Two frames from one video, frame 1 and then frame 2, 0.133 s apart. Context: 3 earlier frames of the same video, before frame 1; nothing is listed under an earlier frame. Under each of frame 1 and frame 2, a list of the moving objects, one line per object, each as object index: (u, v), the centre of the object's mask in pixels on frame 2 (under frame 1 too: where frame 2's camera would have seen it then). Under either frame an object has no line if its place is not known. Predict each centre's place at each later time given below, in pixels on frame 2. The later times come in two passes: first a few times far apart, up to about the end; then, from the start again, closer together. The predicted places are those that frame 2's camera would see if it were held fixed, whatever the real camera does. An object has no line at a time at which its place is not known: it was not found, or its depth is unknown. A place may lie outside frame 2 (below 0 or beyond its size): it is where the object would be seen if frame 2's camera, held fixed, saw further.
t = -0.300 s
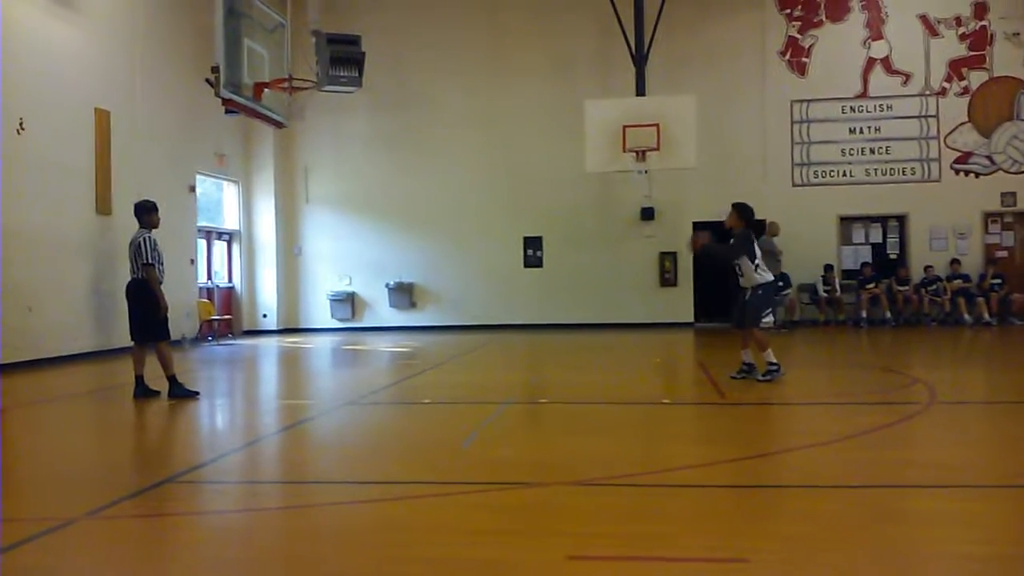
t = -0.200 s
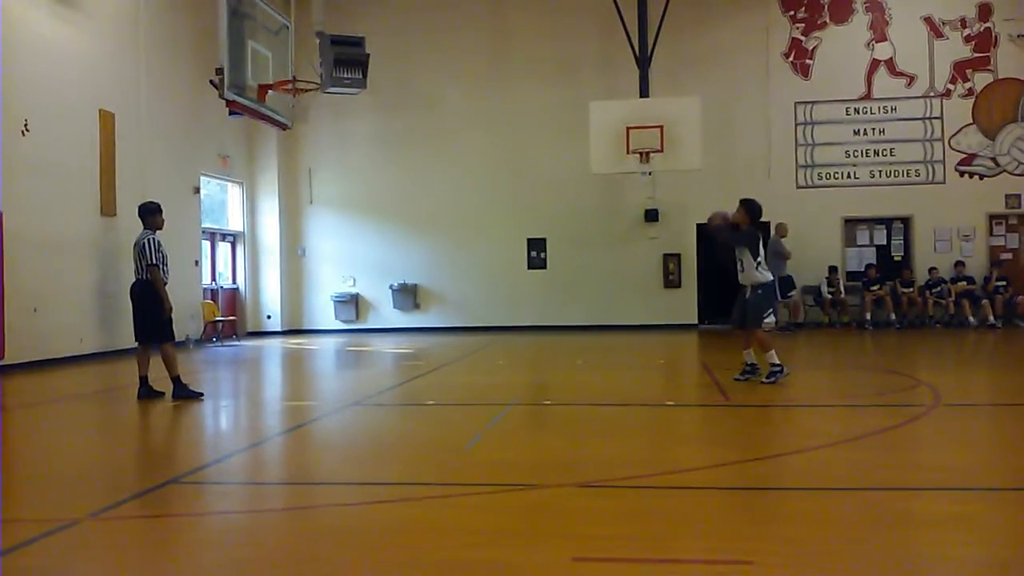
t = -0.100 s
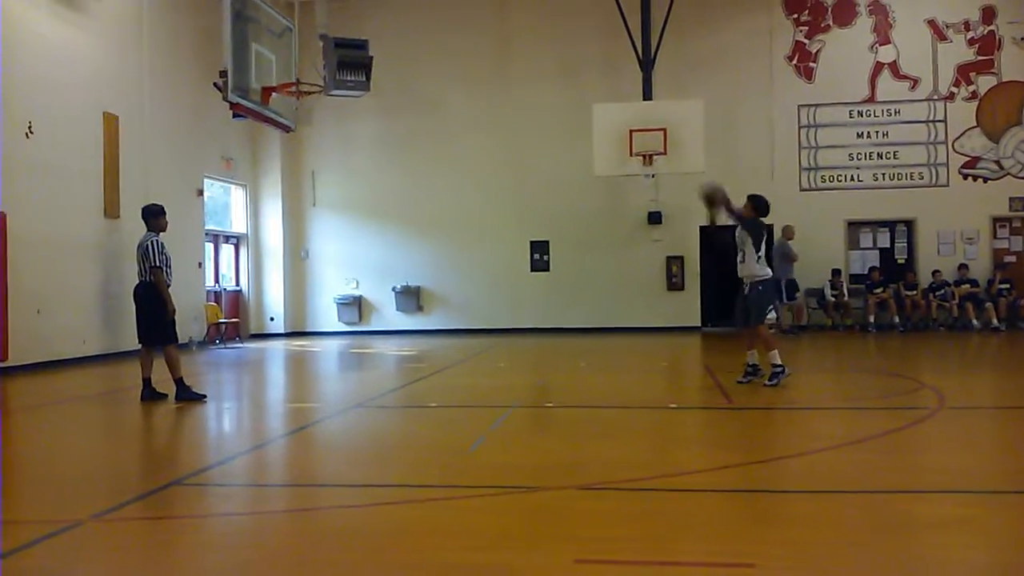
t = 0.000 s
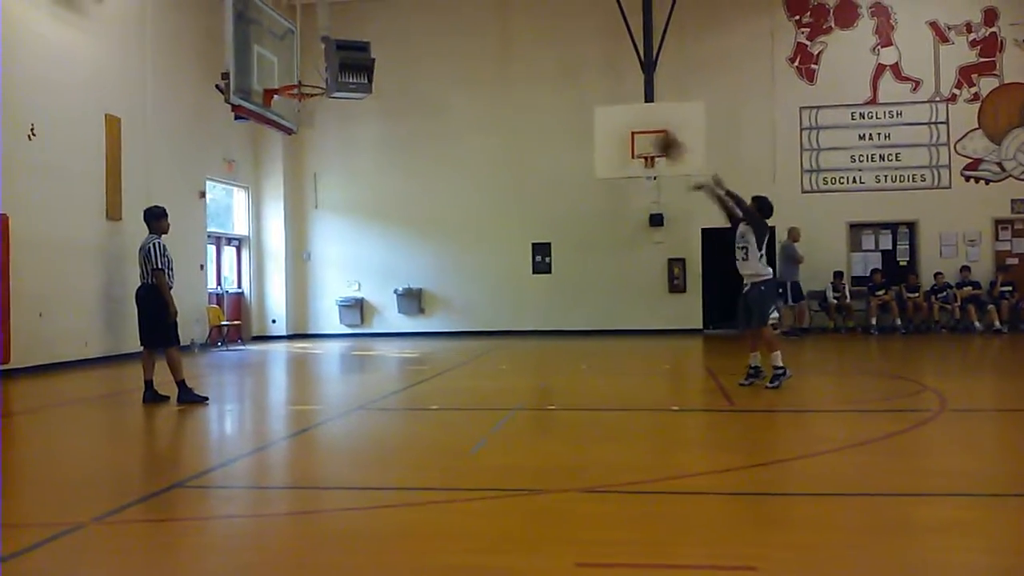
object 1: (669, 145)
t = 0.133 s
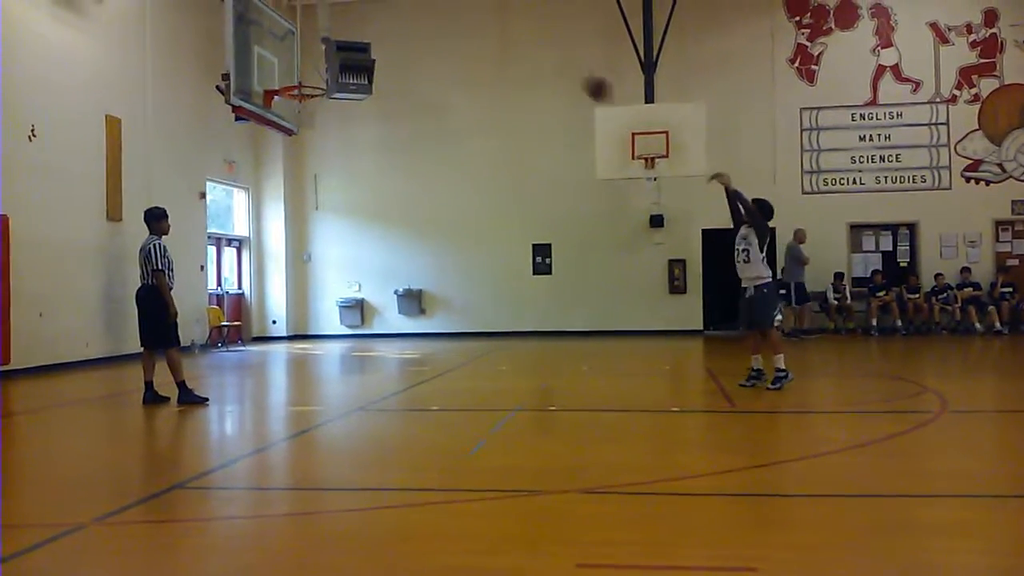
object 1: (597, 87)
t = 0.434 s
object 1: (450, 32)
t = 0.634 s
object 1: (363, 45)
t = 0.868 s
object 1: (301, 84)
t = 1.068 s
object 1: (351, 71)
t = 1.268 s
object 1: (403, 90)
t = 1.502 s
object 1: (462, 157)
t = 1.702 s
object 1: (511, 250)
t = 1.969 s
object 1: (568, 330)
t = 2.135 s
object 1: (590, 259)
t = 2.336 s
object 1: (616, 211)
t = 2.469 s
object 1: (633, 200)
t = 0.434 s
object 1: (450, 32)
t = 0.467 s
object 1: (435, 31)
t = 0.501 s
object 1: (420, 31)
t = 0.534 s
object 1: (405, 33)
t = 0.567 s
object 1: (390, 36)
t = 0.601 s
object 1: (376, 40)
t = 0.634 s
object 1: (363, 45)
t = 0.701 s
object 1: (333, 59)
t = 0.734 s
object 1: (318, 66)
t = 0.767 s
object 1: (303, 75)
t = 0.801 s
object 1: (294, 82)
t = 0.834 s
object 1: (296, 84)
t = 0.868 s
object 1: (301, 84)
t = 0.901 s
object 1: (308, 81)
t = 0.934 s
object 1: (317, 77)
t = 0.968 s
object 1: (324, 75)
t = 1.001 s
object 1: (334, 73)
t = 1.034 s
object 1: (344, 72)
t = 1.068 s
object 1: (351, 71)
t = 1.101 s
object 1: (360, 72)
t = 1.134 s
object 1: (370, 74)
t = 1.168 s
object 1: (379, 76)
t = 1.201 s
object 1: (386, 80)
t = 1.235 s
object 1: (395, 84)
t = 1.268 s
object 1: (403, 90)
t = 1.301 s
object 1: (411, 97)
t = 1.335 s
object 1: (420, 105)
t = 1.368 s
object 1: (429, 113)
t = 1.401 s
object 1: (437, 123)
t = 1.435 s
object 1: (446, 134)
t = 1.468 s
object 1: (454, 145)
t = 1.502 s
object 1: (462, 157)
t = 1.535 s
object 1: (470, 171)
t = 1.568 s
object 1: (478, 185)
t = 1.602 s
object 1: (487, 200)
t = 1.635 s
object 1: (495, 216)
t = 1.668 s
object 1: (503, 233)
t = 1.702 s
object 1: (511, 250)
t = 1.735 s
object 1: (519, 269)
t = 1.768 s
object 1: (528, 289)
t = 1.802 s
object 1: (536, 309)
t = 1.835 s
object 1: (544, 328)
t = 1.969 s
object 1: (568, 330)
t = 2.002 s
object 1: (573, 312)
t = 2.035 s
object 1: (576, 298)
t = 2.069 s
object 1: (581, 285)
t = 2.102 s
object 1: (585, 271)
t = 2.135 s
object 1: (590, 259)
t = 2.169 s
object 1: (594, 248)
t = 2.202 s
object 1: (598, 239)
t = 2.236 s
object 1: (603, 231)
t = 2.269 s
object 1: (607, 223)
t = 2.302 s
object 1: (611, 217)
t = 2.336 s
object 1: (616, 211)
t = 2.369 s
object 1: (620, 207)
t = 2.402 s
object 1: (625, 203)
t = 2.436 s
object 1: (629, 201)
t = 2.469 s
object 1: (633, 200)
